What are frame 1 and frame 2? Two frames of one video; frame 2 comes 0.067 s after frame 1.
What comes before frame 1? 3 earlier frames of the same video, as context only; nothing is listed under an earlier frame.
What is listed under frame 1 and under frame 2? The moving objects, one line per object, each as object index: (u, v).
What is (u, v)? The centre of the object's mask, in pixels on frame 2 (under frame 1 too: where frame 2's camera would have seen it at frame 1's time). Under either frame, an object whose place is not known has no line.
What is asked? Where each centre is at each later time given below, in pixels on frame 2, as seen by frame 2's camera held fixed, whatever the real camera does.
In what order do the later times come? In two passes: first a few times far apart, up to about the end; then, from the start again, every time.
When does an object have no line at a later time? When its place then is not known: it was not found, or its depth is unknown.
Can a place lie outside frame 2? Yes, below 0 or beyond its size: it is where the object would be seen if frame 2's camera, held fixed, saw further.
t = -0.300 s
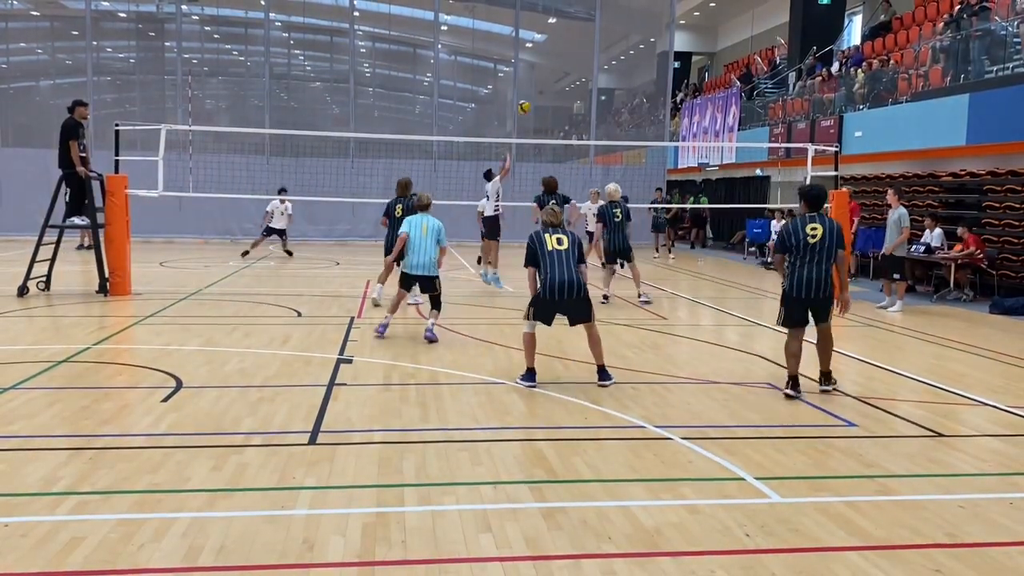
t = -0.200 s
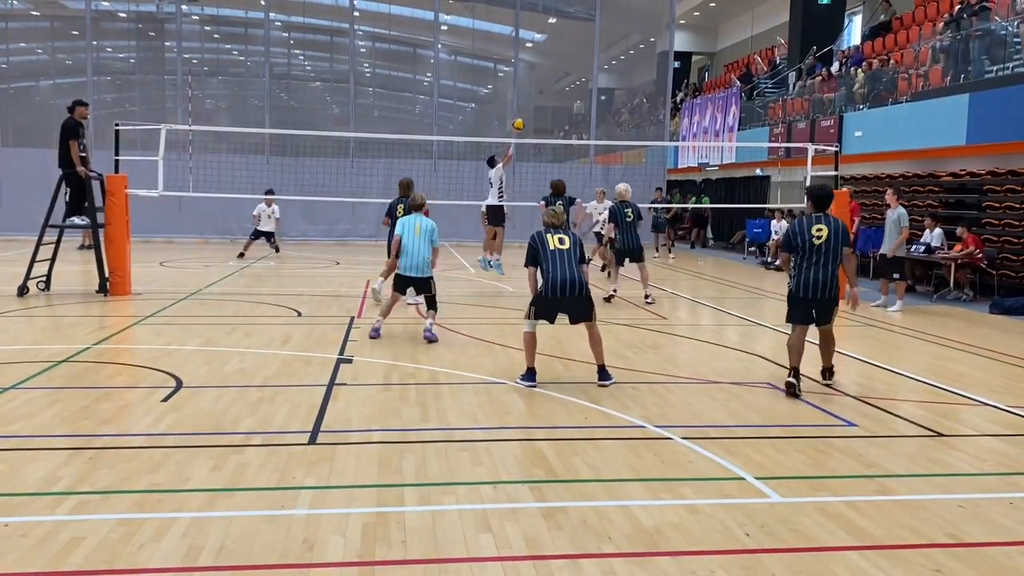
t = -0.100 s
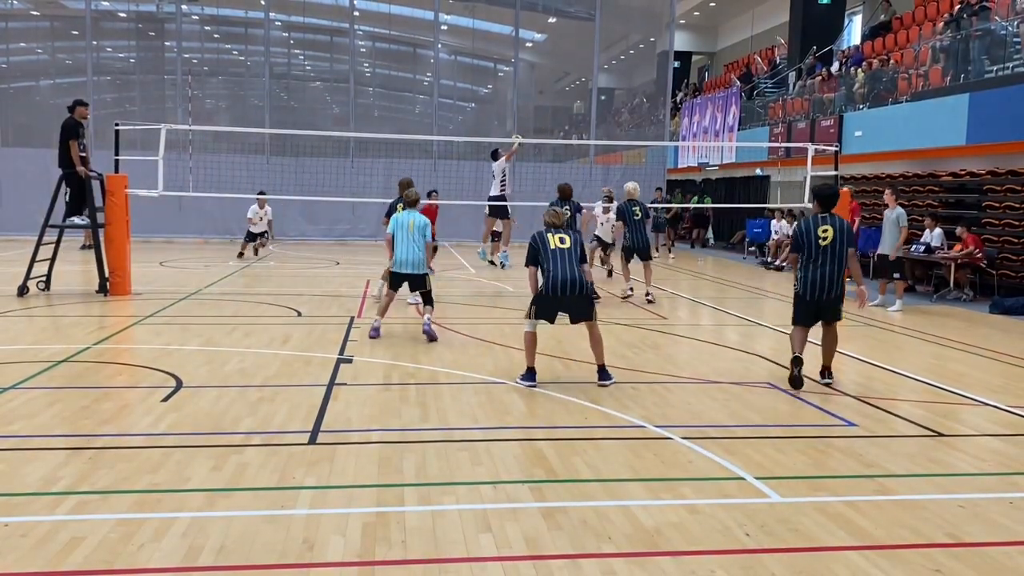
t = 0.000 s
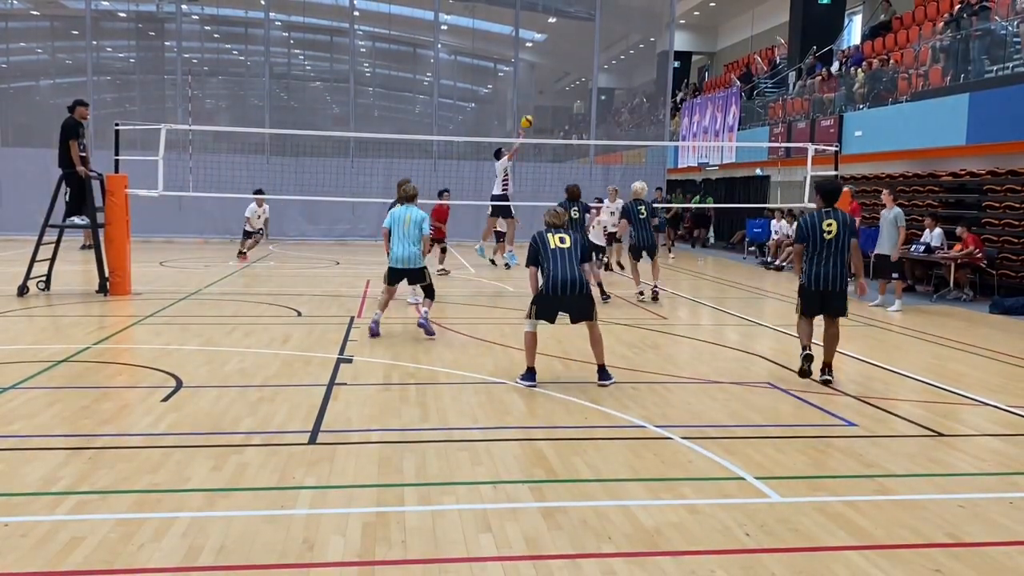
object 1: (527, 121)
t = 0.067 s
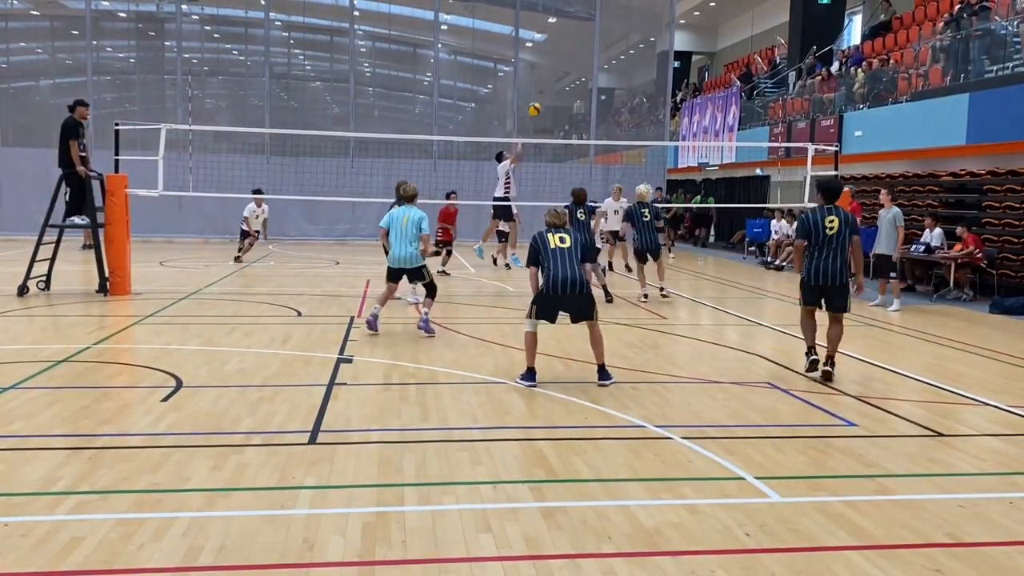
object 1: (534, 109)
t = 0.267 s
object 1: (558, 89)
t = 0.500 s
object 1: (584, 97)
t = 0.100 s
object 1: (538, 104)
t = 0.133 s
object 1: (542, 100)
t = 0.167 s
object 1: (546, 96)
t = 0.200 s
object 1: (550, 93)
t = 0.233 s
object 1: (554, 90)
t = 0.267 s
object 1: (558, 89)
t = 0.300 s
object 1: (562, 88)
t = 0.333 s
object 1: (565, 88)
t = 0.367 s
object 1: (569, 88)
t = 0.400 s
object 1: (573, 89)
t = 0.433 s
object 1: (576, 91)
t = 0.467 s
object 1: (580, 94)
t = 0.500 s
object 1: (584, 97)
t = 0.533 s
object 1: (587, 100)
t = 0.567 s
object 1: (591, 105)
